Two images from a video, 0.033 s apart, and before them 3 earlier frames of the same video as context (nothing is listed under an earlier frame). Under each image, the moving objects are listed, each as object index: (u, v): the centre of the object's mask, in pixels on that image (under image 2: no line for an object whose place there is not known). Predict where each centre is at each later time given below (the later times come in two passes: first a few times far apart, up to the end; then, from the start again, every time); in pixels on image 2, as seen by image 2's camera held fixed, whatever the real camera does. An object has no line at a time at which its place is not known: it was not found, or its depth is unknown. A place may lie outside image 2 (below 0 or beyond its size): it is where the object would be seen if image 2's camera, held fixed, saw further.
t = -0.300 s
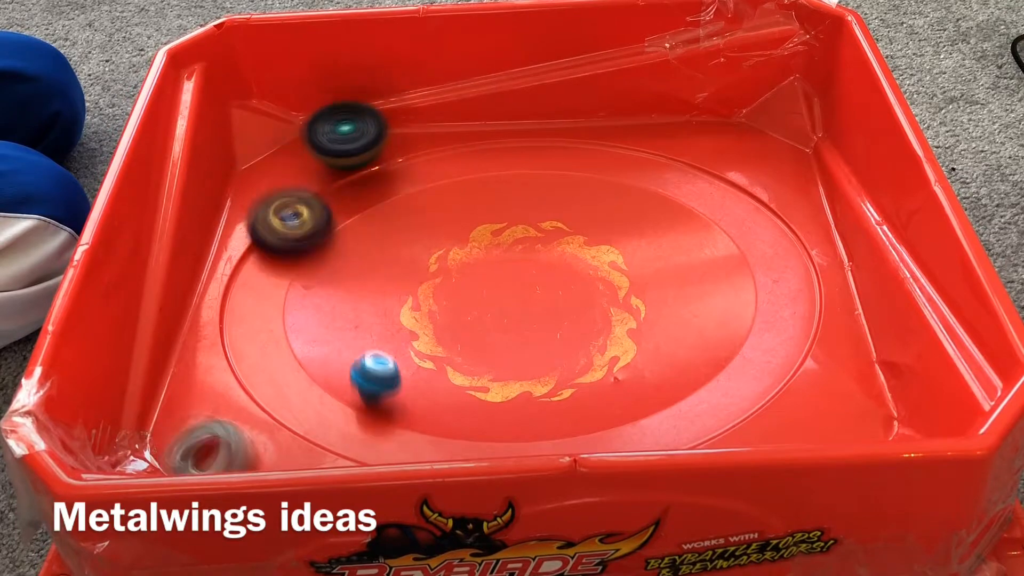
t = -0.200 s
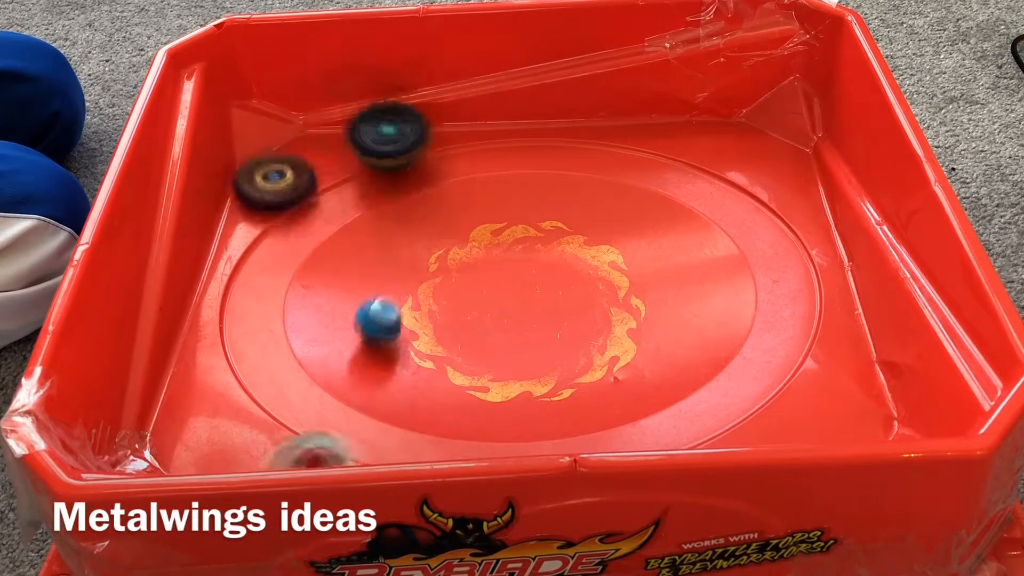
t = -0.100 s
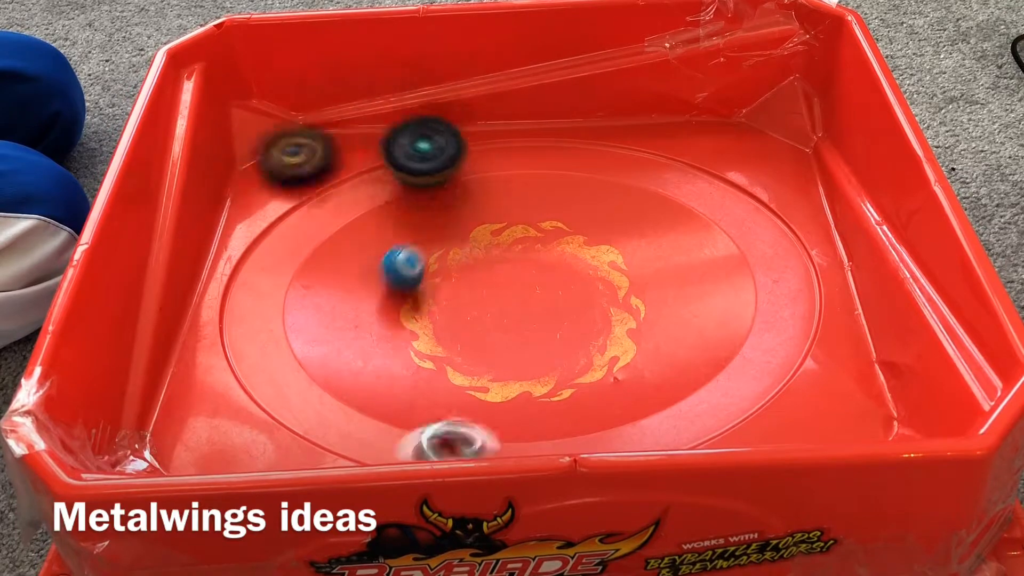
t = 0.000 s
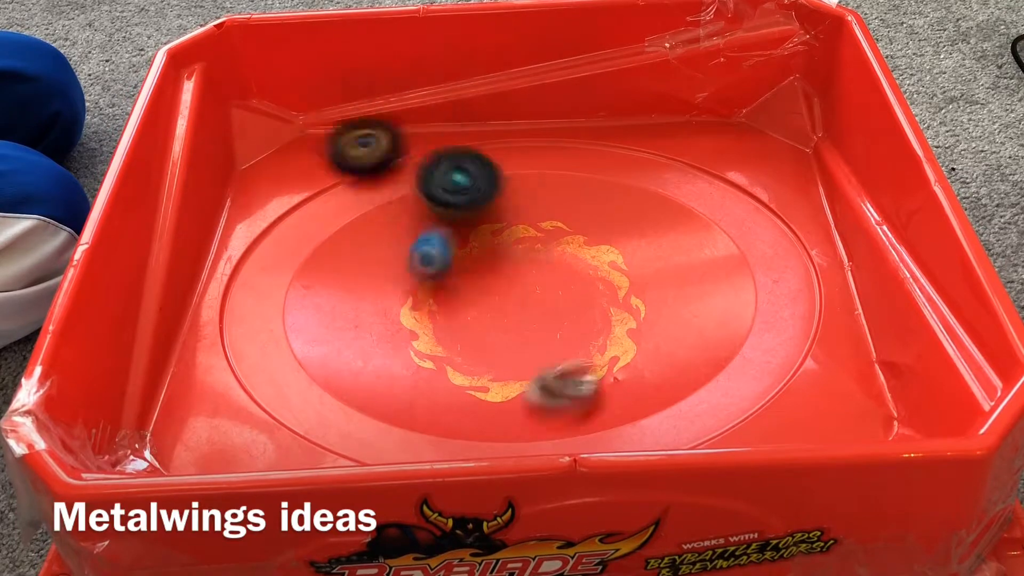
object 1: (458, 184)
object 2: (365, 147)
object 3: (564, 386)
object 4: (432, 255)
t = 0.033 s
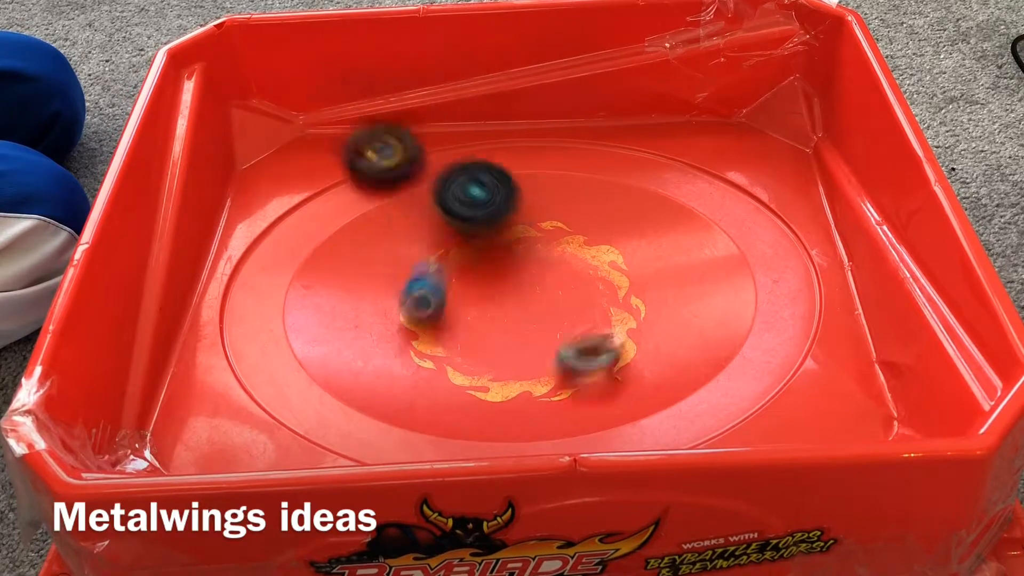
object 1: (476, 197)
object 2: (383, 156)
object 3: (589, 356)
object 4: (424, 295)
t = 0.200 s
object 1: (556, 271)
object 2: (487, 267)
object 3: (634, 224)
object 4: (448, 432)
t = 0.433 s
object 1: (666, 319)
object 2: (567, 352)
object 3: (627, 226)
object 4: (605, 436)
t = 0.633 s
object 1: (671, 286)
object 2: (581, 355)
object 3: (544, 301)
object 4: (684, 354)
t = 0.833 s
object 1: (627, 232)
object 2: (579, 359)
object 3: (459, 326)
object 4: (506, 447)
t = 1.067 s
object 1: (538, 271)
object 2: (579, 359)
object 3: (448, 326)
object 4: (398, 446)
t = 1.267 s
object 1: (502, 326)
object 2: (597, 368)
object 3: (442, 321)
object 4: (421, 418)
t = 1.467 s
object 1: (524, 353)
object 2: (616, 367)
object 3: (447, 317)
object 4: (436, 360)
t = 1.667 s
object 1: (522, 313)
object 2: (682, 361)
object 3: (446, 302)
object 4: (452, 339)
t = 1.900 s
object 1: (490, 297)
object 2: (661, 353)
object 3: (437, 311)
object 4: (317, 317)
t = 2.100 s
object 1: (515, 296)
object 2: (634, 342)
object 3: (429, 294)
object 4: (374, 282)
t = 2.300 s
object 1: (536, 278)
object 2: (625, 339)
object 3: (445, 299)
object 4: (430, 252)
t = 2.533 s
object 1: (539, 256)
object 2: (625, 339)
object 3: (447, 300)
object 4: (472, 259)
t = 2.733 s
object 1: (529, 250)
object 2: (625, 339)
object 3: (447, 300)
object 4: (472, 259)
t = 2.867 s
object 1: (519, 259)
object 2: (625, 339)
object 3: (447, 300)
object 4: (469, 258)
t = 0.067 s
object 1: (492, 212)
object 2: (402, 170)
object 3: (606, 321)
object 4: (423, 317)
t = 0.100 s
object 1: (508, 230)
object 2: (423, 188)
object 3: (619, 292)
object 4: (422, 343)
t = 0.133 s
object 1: (523, 245)
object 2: (446, 217)
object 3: (630, 265)
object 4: (423, 387)
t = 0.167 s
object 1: (537, 258)
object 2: (468, 244)
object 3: (634, 243)
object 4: (434, 405)
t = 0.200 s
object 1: (556, 271)
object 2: (487, 267)
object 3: (634, 224)
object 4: (448, 432)
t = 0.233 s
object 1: (577, 286)
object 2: (501, 281)
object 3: (635, 212)
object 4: (466, 437)
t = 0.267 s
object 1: (598, 298)
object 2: (514, 295)
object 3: (634, 204)
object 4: (486, 446)
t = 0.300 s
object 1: (617, 308)
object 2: (526, 310)
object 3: (633, 204)
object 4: (507, 448)
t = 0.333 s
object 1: (633, 316)
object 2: (538, 322)
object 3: (632, 206)
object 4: (532, 446)
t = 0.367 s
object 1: (646, 319)
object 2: (550, 334)
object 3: (632, 212)
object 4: (555, 444)
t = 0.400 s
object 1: (657, 320)
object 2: (559, 344)
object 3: (629, 219)
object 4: (580, 441)
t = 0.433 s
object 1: (666, 319)
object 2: (567, 352)
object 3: (627, 226)
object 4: (605, 436)
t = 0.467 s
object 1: (672, 315)
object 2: (573, 356)
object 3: (617, 236)
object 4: (627, 434)
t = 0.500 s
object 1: (676, 311)
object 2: (578, 357)
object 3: (604, 246)
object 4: (645, 421)
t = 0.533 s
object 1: (678, 305)
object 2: (580, 358)
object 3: (587, 265)
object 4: (664, 401)
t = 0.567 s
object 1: (678, 299)
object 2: (581, 356)
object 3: (572, 275)
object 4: (680, 387)
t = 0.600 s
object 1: (675, 293)
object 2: (581, 355)
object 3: (558, 289)
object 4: (686, 368)
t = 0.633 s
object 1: (671, 286)
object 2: (581, 355)
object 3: (544, 301)
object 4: (684, 354)
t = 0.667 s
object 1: (667, 272)
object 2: (581, 357)
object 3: (526, 309)
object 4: (662, 377)
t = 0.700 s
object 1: (662, 260)
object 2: (581, 360)
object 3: (510, 313)
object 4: (631, 405)
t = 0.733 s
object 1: (655, 248)
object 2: (580, 360)
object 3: (496, 317)
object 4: (600, 426)
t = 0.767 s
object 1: (647, 240)
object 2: (580, 360)
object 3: (483, 320)
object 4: (566, 434)
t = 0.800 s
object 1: (638, 234)
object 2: (579, 359)
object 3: (470, 324)
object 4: (534, 442)
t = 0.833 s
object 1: (627, 232)
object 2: (579, 359)
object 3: (459, 326)
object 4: (506, 447)
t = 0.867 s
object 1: (613, 232)
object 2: (579, 359)
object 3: (452, 327)
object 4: (482, 449)
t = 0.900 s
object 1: (599, 233)
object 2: (579, 359)
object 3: (446, 328)
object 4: (459, 450)
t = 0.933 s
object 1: (584, 238)
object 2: (579, 359)
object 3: (443, 328)
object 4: (439, 452)
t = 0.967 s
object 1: (570, 244)
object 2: (579, 359)
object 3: (443, 329)
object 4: (423, 453)
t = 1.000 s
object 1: (557, 252)
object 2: (579, 359)
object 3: (444, 328)
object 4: (413, 451)
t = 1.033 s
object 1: (547, 261)
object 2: (579, 359)
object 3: (446, 327)
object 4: (404, 449)
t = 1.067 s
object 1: (538, 271)
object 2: (579, 359)
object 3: (448, 326)
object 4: (398, 446)
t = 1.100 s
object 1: (528, 282)
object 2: (579, 359)
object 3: (450, 325)
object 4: (396, 443)
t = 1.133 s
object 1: (524, 294)
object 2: (580, 359)
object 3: (451, 325)
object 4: (398, 440)
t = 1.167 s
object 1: (524, 303)
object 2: (580, 360)
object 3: (451, 325)
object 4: (401, 436)
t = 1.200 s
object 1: (516, 310)
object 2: (592, 366)
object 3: (447, 325)
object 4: (408, 430)
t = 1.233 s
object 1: (511, 317)
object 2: (597, 368)
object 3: (445, 325)
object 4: (415, 425)
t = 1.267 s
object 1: (502, 326)
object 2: (597, 368)
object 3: (442, 321)
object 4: (421, 418)
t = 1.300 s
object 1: (502, 337)
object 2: (597, 368)
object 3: (442, 318)
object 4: (428, 410)
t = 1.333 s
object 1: (503, 345)
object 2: (598, 368)
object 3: (443, 318)
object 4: (435, 403)
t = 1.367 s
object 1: (506, 351)
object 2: (599, 368)
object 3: (445, 318)
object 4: (443, 394)
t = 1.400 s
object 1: (512, 354)
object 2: (602, 369)
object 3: (446, 318)
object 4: (445, 383)
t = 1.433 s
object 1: (525, 353)
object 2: (608, 367)
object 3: (446, 318)
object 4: (438, 372)
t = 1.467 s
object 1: (524, 353)
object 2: (616, 367)
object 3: (447, 317)
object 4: (436, 360)
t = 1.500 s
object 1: (528, 346)
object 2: (639, 371)
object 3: (450, 306)
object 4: (435, 345)
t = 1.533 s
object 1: (522, 341)
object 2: (658, 371)
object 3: (453, 304)
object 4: (437, 341)
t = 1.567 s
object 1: (522, 333)
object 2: (670, 369)
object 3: (451, 302)
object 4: (441, 341)
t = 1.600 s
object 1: (522, 326)
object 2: (679, 365)
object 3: (447, 301)
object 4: (446, 340)
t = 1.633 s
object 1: (525, 319)
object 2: (682, 362)
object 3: (446, 302)
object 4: (449, 339)
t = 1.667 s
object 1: (522, 313)
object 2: (682, 361)
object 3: (446, 302)
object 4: (452, 339)
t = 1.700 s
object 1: (518, 310)
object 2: (681, 360)
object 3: (443, 303)
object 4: (455, 339)
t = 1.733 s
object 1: (510, 308)
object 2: (679, 360)
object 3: (447, 303)
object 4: (434, 335)
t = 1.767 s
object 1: (510, 305)
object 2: (677, 359)
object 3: (446, 312)
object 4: (399, 335)
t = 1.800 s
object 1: (507, 303)
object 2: (674, 358)
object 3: (445, 312)
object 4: (375, 339)
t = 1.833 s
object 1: (501, 301)
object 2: (671, 356)
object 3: (438, 316)
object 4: (352, 333)
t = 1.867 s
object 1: (495, 299)
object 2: (666, 354)
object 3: (438, 316)
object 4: (333, 326)
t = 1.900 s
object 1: (490, 297)
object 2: (661, 353)
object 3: (437, 311)
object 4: (317, 317)
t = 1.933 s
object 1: (491, 299)
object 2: (657, 350)
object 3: (432, 299)
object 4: (314, 307)
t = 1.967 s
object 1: (495, 302)
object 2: (652, 349)
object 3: (429, 294)
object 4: (319, 296)
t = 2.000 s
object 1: (500, 302)
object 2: (647, 347)
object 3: (428, 294)
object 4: (331, 290)
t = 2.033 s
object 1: (505, 300)
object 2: (642, 345)
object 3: (427, 293)
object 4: (344, 286)
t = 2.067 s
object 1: (510, 298)
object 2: (638, 343)
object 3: (428, 294)
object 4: (357, 283)
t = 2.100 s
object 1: (515, 296)
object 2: (634, 342)
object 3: (429, 294)
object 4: (374, 282)
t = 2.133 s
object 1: (519, 293)
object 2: (630, 341)
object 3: (433, 295)
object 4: (383, 274)
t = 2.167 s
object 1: (524, 291)
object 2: (627, 340)
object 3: (436, 296)
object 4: (393, 267)
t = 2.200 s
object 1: (528, 288)
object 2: (626, 339)
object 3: (439, 297)
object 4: (402, 261)
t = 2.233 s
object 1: (533, 284)
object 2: (625, 339)
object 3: (441, 298)
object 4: (412, 257)
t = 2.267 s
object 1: (534, 282)
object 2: (625, 339)
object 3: (444, 299)
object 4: (421, 253)
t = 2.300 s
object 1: (536, 278)
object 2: (625, 339)
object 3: (445, 299)
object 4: (430, 252)
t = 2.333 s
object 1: (538, 276)
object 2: (625, 339)
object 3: (446, 299)
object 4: (440, 253)
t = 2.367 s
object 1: (539, 272)
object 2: (625, 339)
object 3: (446, 299)
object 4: (449, 254)
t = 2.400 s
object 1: (539, 268)
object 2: (625, 339)
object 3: (446, 299)
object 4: (459, 257)
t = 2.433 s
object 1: (540, 264)
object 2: (625, 339)
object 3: (447, 300)
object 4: (467, 258)
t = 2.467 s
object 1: (540, 261)
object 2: (625, 339)
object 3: (447, 300)
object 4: (471, 259)
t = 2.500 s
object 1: (540, 258)
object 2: (625, 339)
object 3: (447, 300)
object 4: (472, 259)
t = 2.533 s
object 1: (539, 256)
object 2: (625, 339)
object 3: (447, 300)
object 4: (472, 259)
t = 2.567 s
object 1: (537, 253)
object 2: (625, 339)
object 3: (447, 300)
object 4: (472, 259)
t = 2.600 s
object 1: (535, 251)
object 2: (625, 339)
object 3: (447, 300)
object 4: (472, 259)
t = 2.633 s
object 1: (533, 250)
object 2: (625, 339)
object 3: (447, 300)
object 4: (472, 259)
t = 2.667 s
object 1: (532, 249)
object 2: (625, 339)
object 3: (447, 300)
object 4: (472, 259)
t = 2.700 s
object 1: (531, 249)
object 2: (625, 339)
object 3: (447, 300)
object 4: (472, 259)
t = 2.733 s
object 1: (529, 250)
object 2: (625, 339)
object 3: (447, 300)
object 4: (472, 259)
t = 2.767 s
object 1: (527, 252)
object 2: (625, 339)
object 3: (447, 300)
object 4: (472, 259)
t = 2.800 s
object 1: (525, 254)
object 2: (625, 339)
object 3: (447, 300)
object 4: (471, 259)
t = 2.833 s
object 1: (522, 256)
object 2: (625, 339)
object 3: (447, 300)
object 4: (470, 259)
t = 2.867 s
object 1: (519, 259)
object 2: (625, 339)
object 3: (447, 300)
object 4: (469, 258)
